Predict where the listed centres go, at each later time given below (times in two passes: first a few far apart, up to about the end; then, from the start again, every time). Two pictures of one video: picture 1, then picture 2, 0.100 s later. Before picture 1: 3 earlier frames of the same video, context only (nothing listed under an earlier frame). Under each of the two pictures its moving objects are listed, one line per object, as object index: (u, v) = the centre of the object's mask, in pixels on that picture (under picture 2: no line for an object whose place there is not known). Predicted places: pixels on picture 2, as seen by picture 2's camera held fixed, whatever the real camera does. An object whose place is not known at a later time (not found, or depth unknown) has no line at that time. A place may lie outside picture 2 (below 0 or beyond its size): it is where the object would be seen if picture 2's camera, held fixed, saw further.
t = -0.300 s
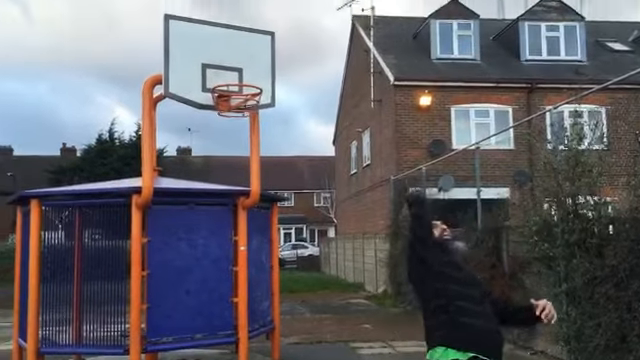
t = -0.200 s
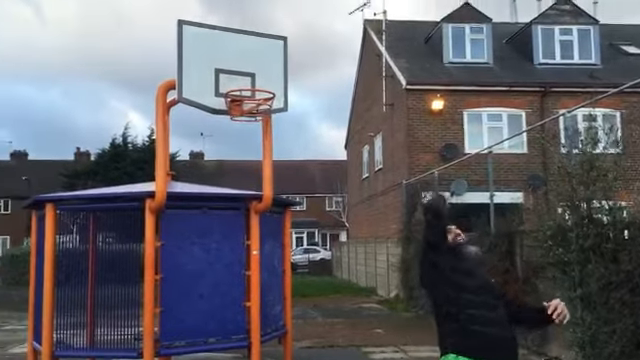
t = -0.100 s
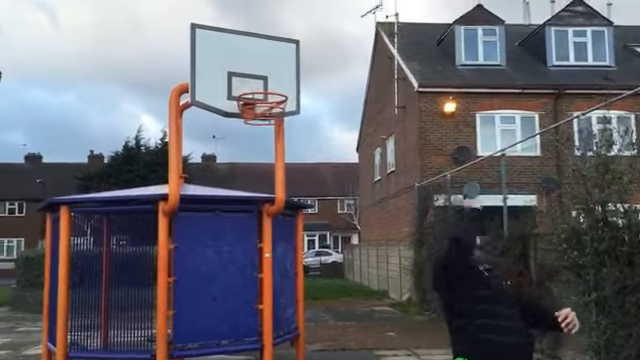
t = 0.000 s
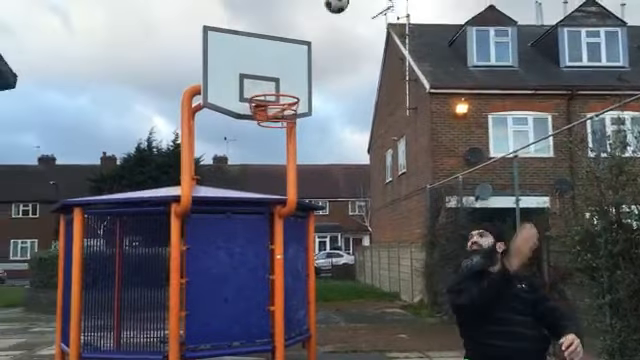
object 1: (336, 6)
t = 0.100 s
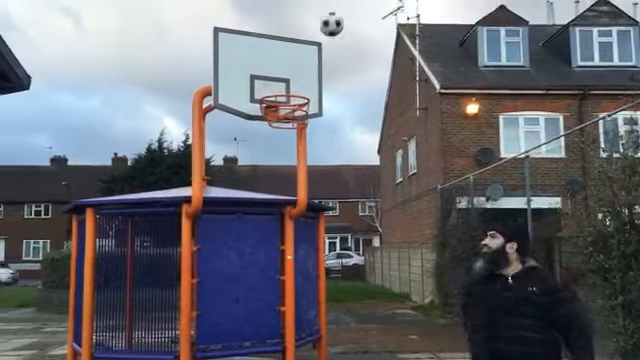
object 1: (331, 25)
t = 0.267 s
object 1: (309, 79)
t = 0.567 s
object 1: (293, 64)
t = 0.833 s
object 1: (302, 80)
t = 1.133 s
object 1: (285, 84)
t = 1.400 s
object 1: (286, 118)
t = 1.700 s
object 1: (285, 159)
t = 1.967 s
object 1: (282, 274)
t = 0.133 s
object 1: (327, 33)
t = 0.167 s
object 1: (322, 44)
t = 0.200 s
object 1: (317, 54)
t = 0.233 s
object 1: (313, 67)
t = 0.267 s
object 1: (309, 79)
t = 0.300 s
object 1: (305, 91)
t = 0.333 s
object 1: (301, 87)
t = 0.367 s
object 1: (299, 83)
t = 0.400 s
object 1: (297, 78)
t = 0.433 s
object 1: (293, 75)
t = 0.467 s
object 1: (291, 72)
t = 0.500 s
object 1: (291, 68)
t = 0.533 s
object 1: (292, 66)
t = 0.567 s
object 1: (293, 64)
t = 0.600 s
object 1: (294, 62)
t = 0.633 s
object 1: (295, 60)
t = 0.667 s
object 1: (296, 62)
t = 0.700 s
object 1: (297, 63)
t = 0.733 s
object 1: (298, 65)
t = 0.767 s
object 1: (299, 69)
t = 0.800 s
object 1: (300, 74)
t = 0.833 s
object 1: (302, 80)
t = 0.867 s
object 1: (303, 86)
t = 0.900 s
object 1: (301, 85)
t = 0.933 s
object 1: (299, 82)
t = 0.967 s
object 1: (296, 79)
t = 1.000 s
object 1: (294, 78)
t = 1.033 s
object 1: (291, 78)
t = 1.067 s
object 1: (289, 79)
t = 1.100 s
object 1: (287, 81)
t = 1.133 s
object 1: (285, 84)
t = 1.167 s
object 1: (282, 87)
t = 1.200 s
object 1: (279, 88)
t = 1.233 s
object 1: (276, 91)
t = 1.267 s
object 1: (272, 104)
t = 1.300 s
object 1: (273, 105)
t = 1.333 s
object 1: (278, 107)
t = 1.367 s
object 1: (285, 115)
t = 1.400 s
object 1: (286, 118)
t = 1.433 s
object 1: (287, 120)
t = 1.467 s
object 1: (288, 122)
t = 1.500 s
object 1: (287, 122)
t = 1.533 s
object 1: (288, 127)
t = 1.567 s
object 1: (287, 131)
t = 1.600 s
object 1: (287, 135)
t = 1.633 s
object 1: (286, 143)
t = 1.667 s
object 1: (286, 150)
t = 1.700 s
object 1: (285, 159)
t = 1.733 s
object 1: (285, 170)
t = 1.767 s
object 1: (284, 179)
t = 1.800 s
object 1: (284, 193)
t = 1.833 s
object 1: (284, 207)
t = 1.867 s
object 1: (283, 221)
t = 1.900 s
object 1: (282, 237)
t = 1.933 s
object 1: (283, 255)
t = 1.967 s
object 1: (282, 274)
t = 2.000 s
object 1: (282, 295)
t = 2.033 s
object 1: (282, 317)
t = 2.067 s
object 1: (281, 340)
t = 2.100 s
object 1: (280, 358)
